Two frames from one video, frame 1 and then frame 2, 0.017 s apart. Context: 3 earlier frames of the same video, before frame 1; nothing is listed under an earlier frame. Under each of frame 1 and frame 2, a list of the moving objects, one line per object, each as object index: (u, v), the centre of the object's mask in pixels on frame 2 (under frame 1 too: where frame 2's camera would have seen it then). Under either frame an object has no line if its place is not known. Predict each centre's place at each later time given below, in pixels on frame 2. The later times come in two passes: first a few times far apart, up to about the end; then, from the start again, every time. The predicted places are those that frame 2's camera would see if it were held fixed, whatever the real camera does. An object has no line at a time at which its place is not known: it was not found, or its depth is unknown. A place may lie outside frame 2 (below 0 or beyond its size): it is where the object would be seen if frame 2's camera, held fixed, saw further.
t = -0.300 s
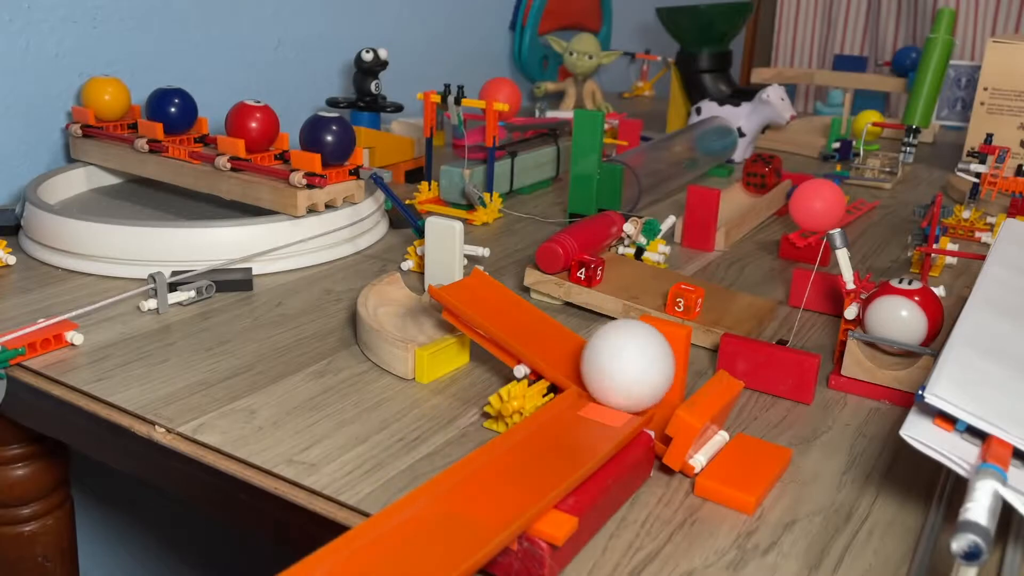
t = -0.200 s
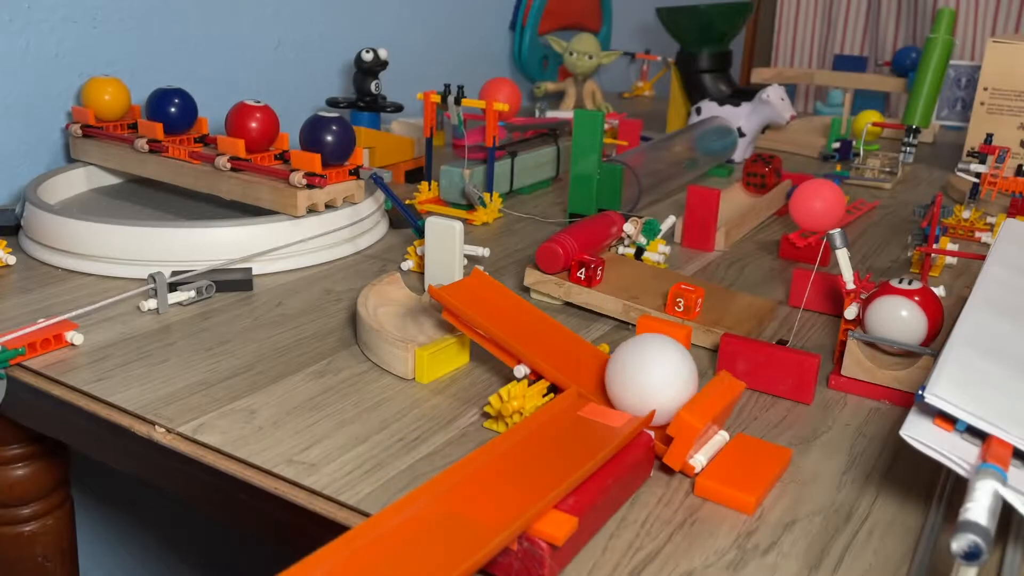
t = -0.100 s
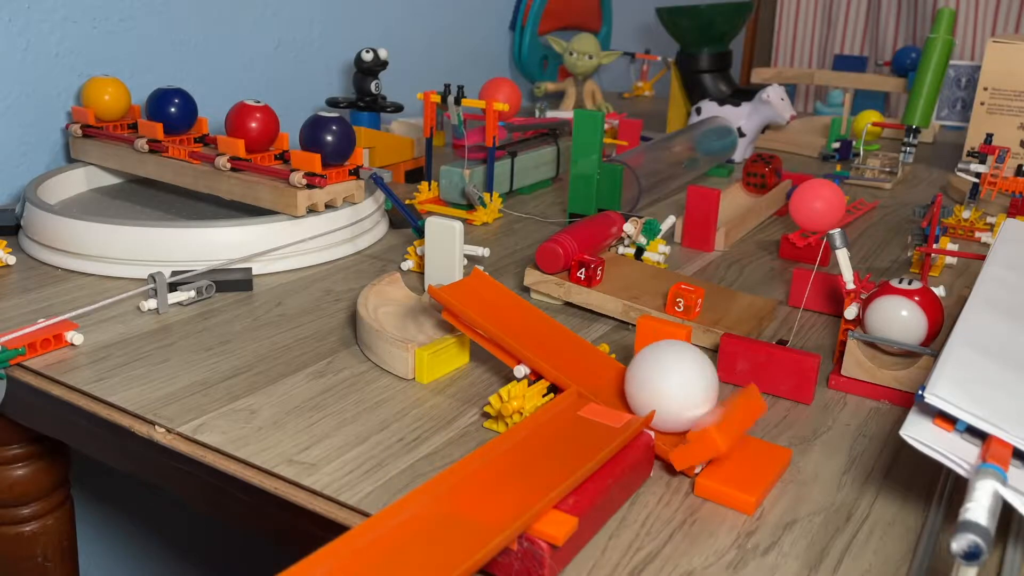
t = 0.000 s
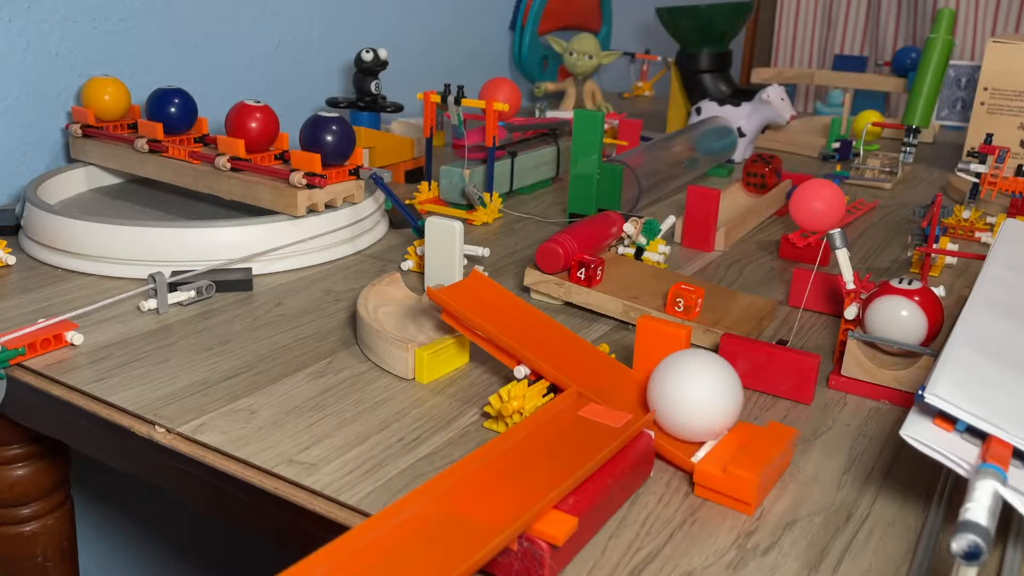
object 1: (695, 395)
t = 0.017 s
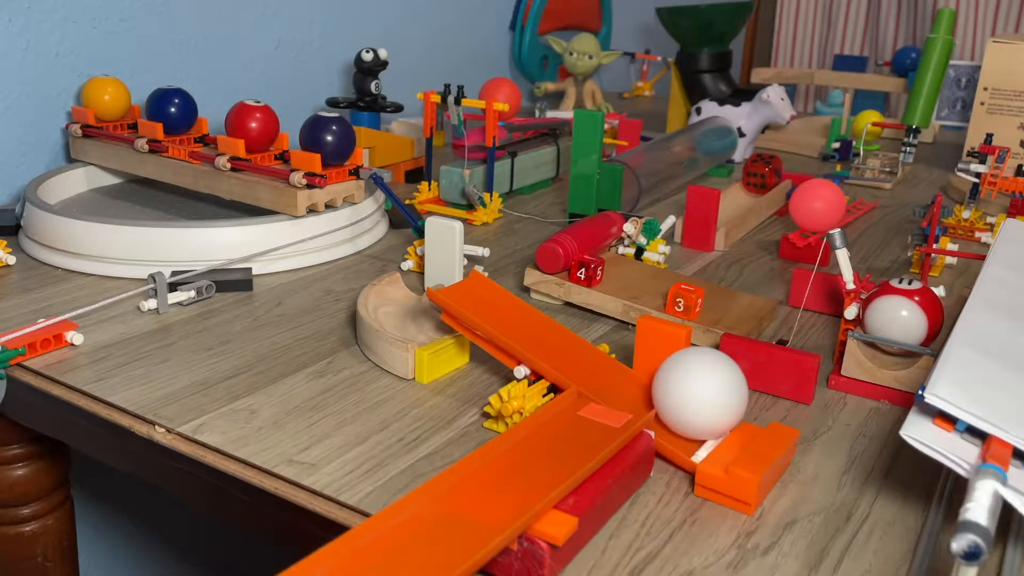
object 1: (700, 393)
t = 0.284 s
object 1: (636, 339)
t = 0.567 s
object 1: (503, 307)
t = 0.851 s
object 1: (394, 284)
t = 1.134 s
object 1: (425, 258)
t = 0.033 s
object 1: (703, 391)
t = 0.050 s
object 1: (705, 387)
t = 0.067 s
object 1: (706, 383)
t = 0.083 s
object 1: (707, 379)
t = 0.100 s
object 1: (706, 375)
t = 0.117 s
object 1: (705, 370)
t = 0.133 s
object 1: (703, 366)
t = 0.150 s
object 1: (700, 361)
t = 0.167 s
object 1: (696, 356)
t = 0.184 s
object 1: (690, 352)
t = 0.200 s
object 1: (683, 348)
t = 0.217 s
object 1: (674, 341)
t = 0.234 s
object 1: (664, 339)
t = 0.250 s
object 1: (654, 342)
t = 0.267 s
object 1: (645, 341)
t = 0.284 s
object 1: (636, 339)
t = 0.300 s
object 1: (628, 338)
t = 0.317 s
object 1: (621, 336)
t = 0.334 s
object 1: (613, 334)
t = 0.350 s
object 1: (606, 333)
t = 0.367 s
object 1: (598, 331)
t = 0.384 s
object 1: (590, 329)
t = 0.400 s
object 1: (582, 327)
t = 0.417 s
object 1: (575, 324)
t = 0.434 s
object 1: (568, 322)
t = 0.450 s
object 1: (561, 319)
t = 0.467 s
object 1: (554, 316)
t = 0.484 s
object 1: (546, 314)
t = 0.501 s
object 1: (537, 313)
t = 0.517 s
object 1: (528, 312)
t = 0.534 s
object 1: (520, 310)
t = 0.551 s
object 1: (511, 309)
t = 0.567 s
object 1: (503, 307)
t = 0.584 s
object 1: (494, 306)
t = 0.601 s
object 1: (486, 304)
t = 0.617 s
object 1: (478, 302)
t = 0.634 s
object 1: (471, 300)
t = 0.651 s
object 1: (463, 298)
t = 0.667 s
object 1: (454, 297)
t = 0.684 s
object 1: (446, 294)
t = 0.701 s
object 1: (438, 293)
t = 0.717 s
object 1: (429, 294)
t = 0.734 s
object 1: (421, 298)
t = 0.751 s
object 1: (410, 299)
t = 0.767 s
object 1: (406, 295)
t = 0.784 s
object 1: (402, 294)
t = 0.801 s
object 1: (399, 292)
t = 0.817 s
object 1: (397, 290)
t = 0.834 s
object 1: (395, 287)
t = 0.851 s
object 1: (394, 284)
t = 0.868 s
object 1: (393, 282)
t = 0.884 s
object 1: (393, 279)
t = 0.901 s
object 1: (393, 277)
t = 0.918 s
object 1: (394, 274)
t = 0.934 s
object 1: (395, 272)
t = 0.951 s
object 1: (397, 270)
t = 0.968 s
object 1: (399, 267)
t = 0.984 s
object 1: (401, 265)
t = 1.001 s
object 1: (404, 263)
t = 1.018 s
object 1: (408, 261)
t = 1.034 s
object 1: (411, 260)
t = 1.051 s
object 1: (415, 259)
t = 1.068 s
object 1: (418, 257)
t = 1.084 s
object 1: (422, 257)
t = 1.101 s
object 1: (422, 257)
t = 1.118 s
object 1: (423, 257)
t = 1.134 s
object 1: (425, 258)
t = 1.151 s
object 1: (427, 259)
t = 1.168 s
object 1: (428, 259)
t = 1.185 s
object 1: (429, 260)
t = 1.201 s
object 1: (430, 262)
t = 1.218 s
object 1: (431, 263)
